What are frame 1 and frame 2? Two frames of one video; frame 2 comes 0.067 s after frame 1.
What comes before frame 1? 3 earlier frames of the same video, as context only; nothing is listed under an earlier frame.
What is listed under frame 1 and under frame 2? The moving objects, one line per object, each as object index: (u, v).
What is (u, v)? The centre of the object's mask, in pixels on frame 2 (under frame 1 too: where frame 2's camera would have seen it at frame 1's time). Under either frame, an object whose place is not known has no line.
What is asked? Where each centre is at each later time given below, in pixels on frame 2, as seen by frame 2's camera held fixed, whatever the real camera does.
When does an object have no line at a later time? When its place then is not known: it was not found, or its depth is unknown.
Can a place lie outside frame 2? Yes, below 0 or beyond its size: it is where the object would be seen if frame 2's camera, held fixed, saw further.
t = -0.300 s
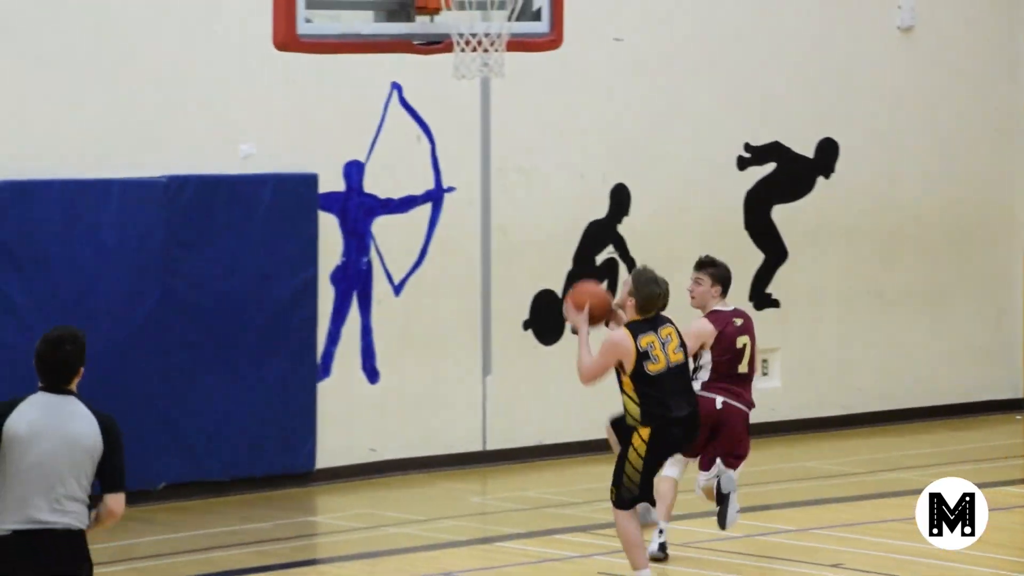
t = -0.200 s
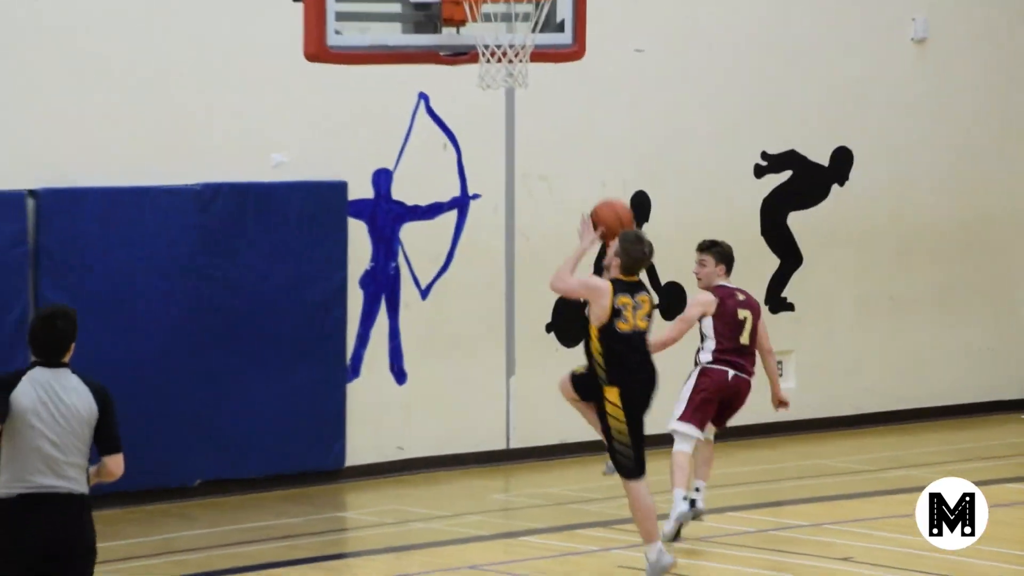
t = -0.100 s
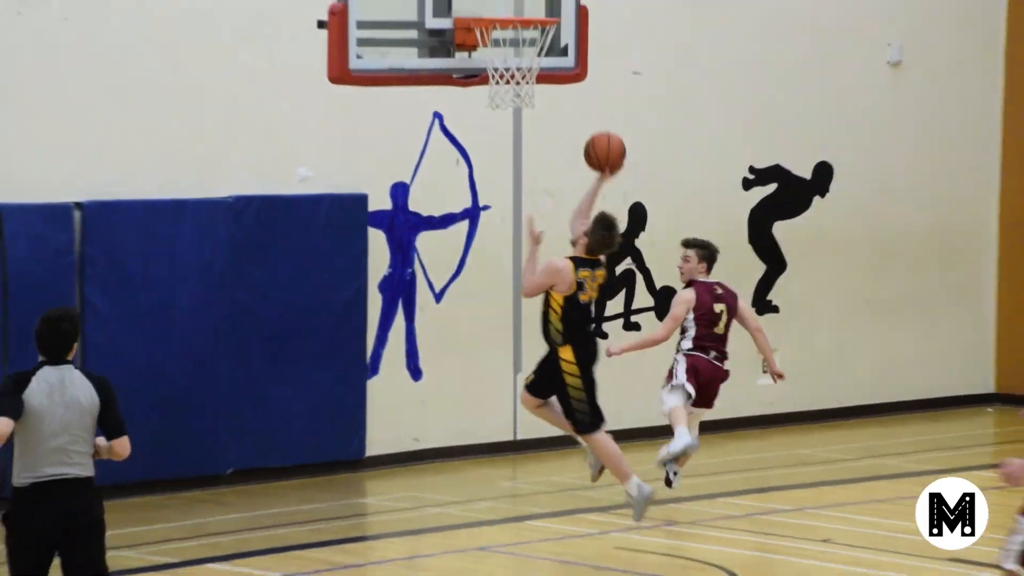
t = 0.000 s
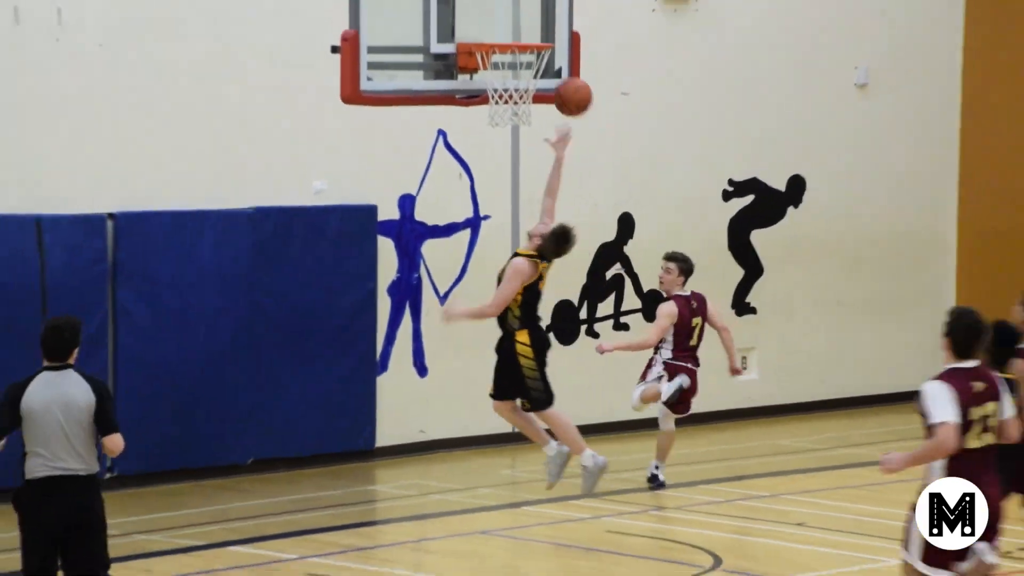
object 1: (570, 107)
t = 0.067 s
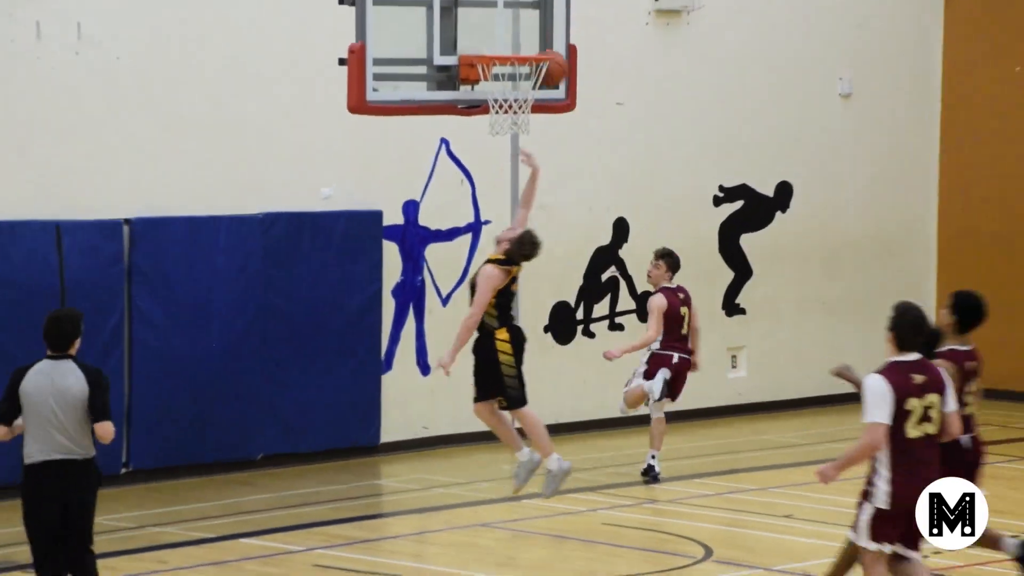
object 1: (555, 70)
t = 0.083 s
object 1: (547, 56)
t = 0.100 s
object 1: (538, 46)
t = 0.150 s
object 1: (525, 32)
